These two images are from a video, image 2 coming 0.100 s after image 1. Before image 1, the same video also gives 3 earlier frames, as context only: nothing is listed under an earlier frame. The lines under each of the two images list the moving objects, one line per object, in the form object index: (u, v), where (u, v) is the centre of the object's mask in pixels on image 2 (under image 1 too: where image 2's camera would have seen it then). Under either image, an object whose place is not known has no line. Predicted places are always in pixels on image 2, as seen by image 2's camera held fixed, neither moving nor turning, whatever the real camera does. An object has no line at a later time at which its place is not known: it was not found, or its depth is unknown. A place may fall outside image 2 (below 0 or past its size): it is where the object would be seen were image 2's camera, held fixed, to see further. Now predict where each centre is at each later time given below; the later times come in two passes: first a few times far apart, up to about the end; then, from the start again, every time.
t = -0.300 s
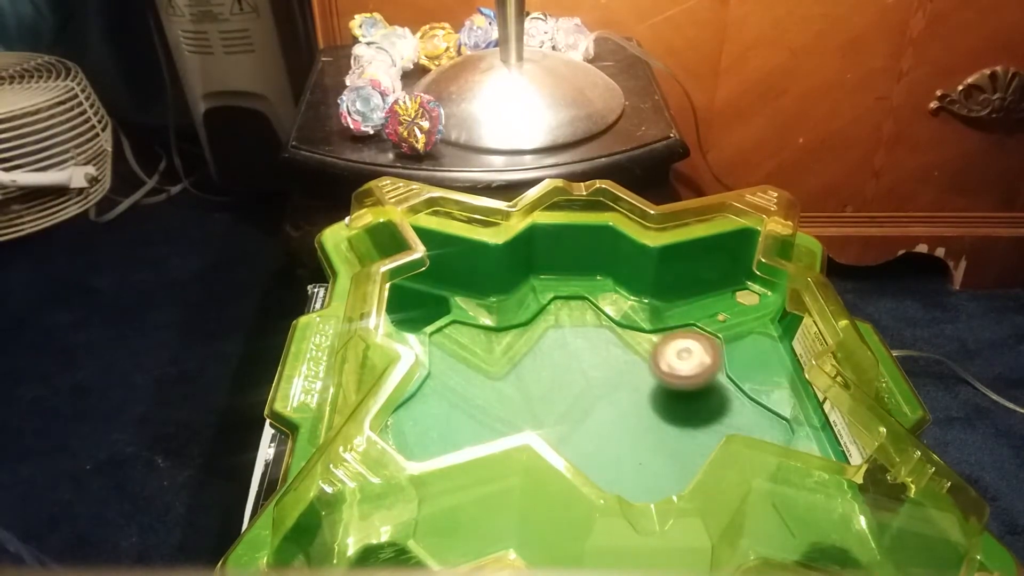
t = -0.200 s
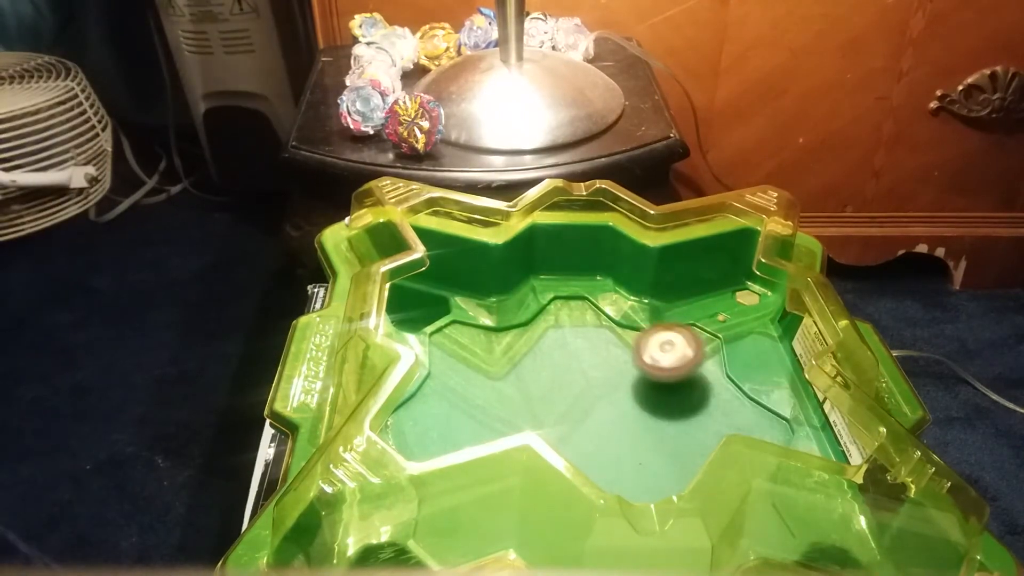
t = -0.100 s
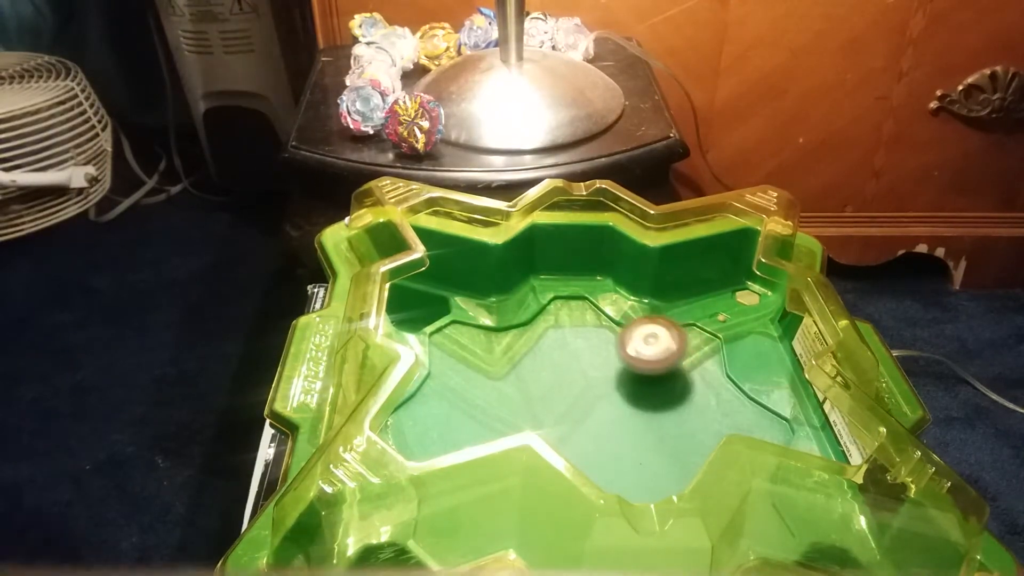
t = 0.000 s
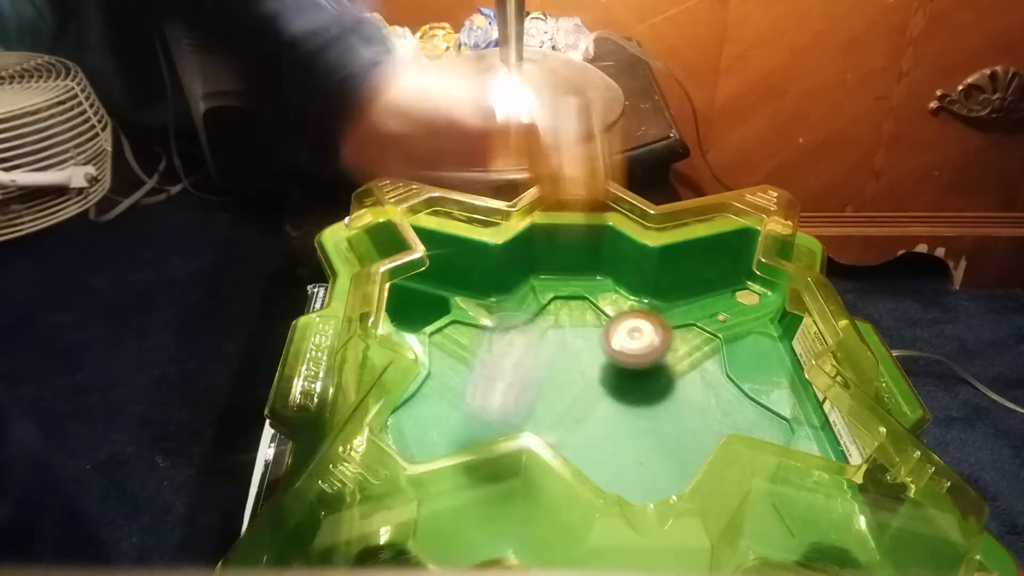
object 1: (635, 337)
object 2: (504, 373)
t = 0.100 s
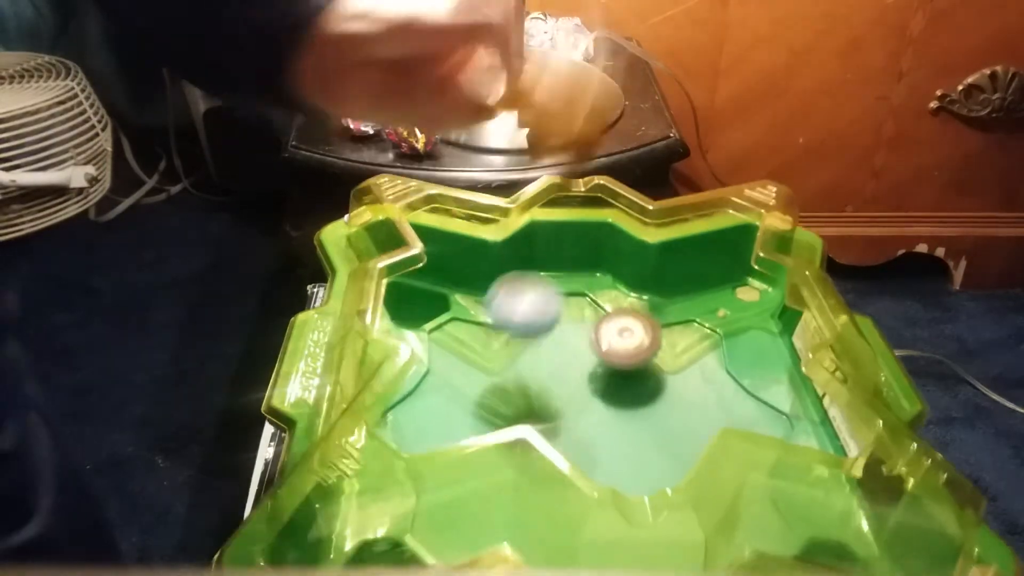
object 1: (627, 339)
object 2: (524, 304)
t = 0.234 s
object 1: (612, 354)
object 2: (571, 288)
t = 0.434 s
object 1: (561, 368)
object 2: (633, 337)
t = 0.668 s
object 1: (517, 358)
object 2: (636, 422)
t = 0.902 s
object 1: (524, 360)
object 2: (639, 429)
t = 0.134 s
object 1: (623, 347)
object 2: (534, 293)
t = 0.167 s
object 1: (621, 349)
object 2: (544, 294)
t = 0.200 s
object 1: (617, 349)
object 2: (557, 301)
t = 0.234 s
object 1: (612, 354)
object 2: (571, 288)
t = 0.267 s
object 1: (605, 356)
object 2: (583, 287)
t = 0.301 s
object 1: (600, 359)
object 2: (596, 297)
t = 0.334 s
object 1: (591, 364)
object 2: (606, 299)
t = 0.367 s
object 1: (582, 365)
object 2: (617, 312)
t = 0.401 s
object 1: (571, 366)
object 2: (626, 324)
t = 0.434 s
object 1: (561, 368)
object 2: (633, 337)
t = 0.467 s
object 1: (551, 368)
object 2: (638, 350)
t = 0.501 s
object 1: (542, 366)
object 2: (641, 363)
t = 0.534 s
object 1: (534, 365)
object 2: (641, 377)
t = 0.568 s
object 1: (526, 364)
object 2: (642, 388)
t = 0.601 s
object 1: (521, 362)
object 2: (641, 399)
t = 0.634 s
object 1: (517, 360)
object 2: (639, 412)
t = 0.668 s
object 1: (517, 358)
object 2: (636, 422)
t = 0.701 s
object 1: (516, 356)
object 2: (633, 428)
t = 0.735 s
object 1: (517, 355)
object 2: (631, 434)
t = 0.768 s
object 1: (518, 354)
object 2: (631, 437)
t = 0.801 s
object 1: (519, 354)
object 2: (632, 437)
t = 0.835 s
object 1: (520, 354)
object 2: (634, 435)
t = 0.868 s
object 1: (522, 356)
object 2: (636, 432)
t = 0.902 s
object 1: (524, 360)
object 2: (639, 429)
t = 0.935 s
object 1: (527, 364)
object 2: (644, 423)
